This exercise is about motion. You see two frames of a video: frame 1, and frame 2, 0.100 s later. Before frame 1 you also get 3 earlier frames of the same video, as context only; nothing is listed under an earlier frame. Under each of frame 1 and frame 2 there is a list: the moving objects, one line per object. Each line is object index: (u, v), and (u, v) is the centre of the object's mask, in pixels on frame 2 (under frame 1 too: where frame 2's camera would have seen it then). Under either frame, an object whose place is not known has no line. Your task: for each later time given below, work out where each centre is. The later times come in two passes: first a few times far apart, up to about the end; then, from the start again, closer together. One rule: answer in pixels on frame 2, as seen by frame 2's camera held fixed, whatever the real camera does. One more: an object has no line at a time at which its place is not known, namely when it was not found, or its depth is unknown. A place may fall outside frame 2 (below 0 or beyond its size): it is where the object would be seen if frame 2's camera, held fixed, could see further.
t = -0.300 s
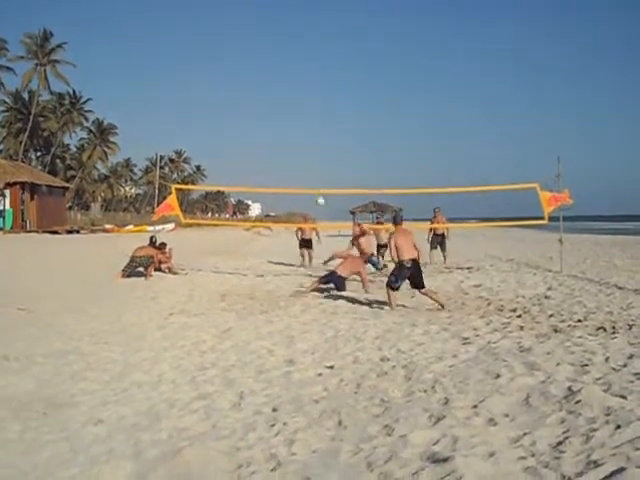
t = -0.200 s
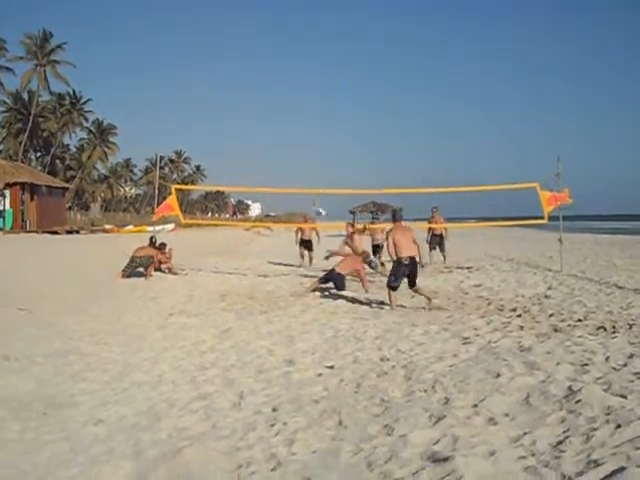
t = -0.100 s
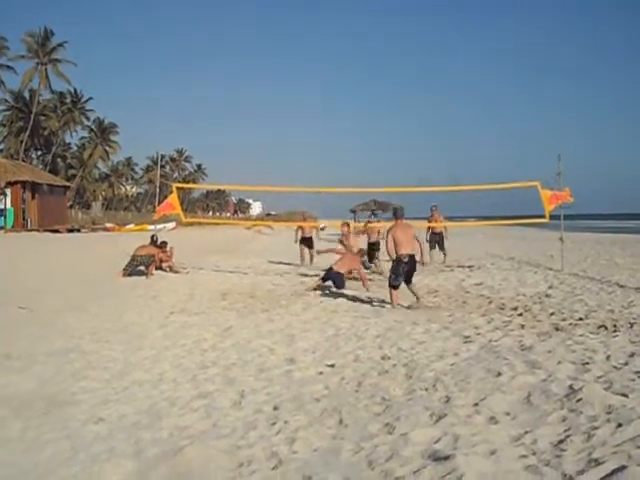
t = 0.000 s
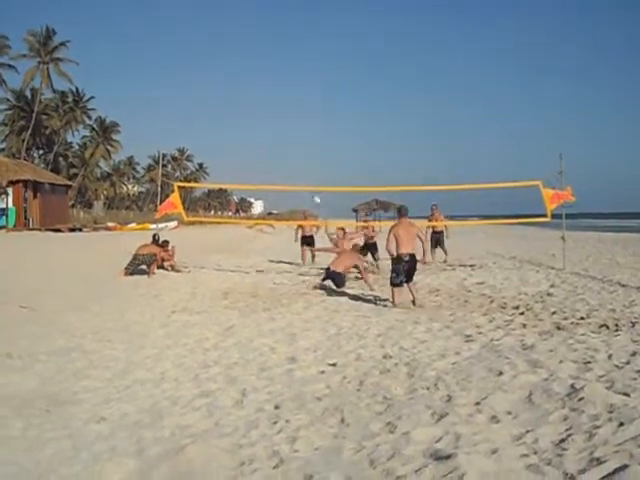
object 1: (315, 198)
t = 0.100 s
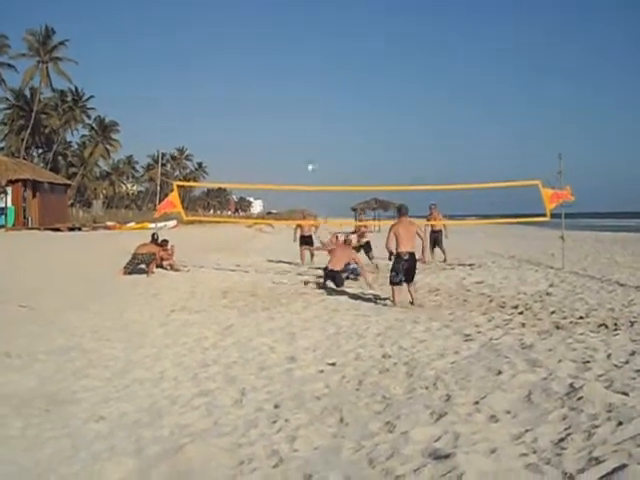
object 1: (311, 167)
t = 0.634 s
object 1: (287, 89)
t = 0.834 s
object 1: (282, 89)
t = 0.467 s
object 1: (292, 100)
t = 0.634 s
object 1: (287, 89)
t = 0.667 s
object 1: (286, 88)
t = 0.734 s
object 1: (284, 87)
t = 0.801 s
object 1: (282, 88)
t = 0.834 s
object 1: (282, 89)
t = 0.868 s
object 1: (282, 91)
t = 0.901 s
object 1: (280, 91)
